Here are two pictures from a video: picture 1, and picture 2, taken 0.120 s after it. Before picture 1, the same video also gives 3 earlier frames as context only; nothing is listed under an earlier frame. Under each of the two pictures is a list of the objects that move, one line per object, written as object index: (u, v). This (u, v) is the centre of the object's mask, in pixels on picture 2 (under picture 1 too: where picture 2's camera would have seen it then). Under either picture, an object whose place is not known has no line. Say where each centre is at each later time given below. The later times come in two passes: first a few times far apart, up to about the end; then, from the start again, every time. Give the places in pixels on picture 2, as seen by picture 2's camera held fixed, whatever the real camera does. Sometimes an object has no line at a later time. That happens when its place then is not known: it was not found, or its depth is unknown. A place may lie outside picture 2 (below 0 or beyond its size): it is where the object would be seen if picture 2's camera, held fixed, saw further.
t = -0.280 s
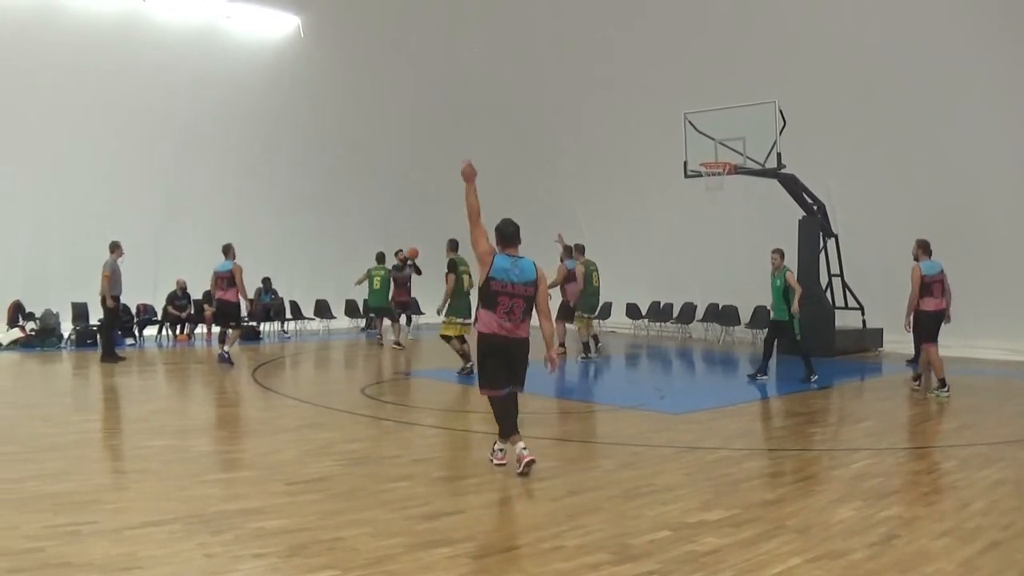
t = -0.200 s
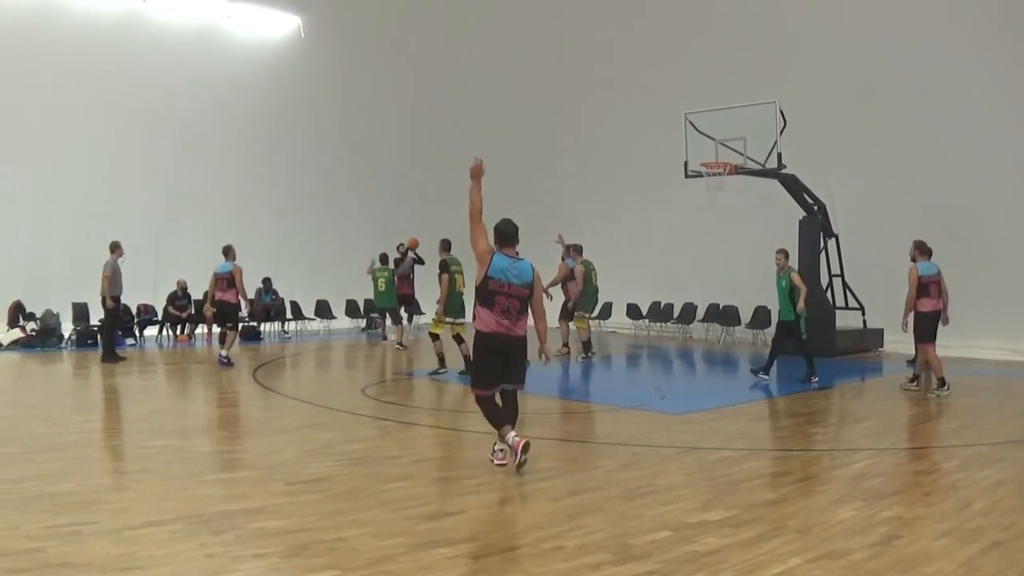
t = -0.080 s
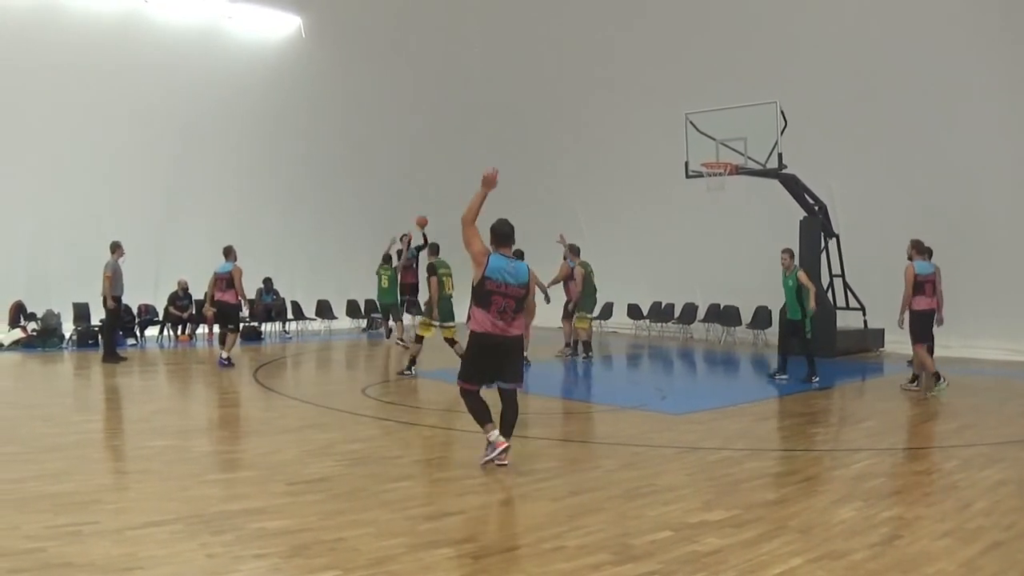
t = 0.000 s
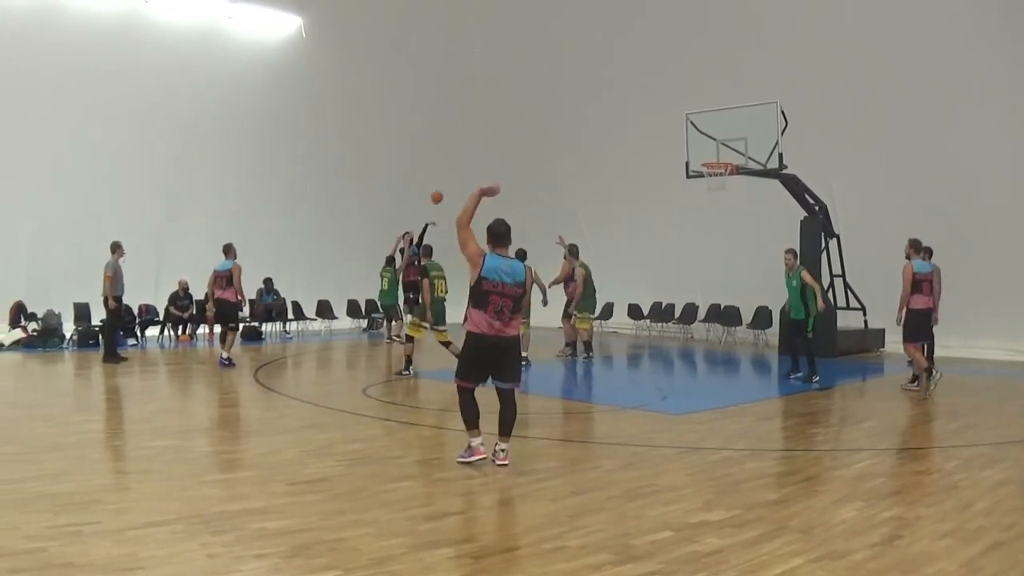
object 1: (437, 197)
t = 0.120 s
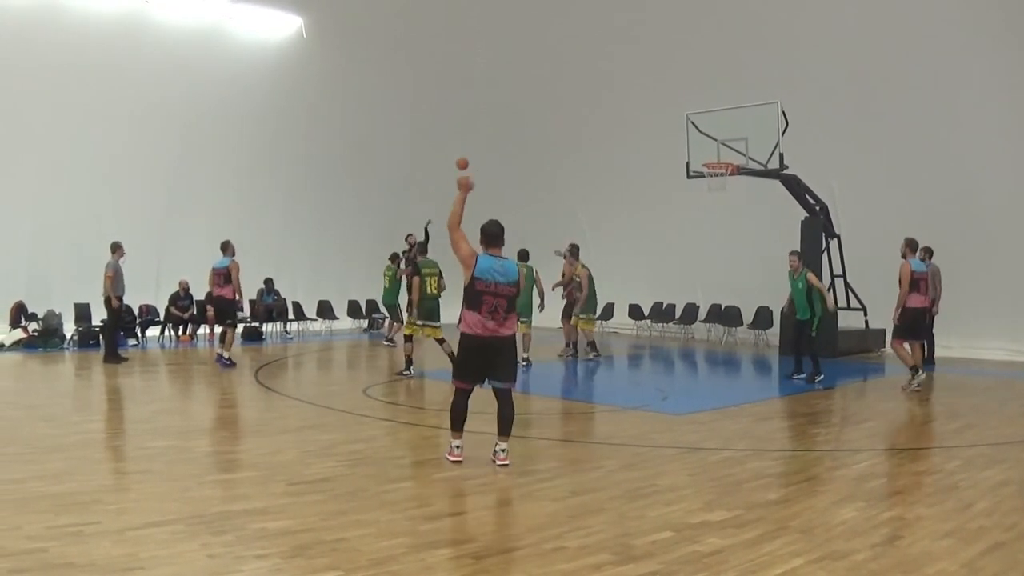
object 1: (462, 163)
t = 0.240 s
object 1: (488, 136)
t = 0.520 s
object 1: (552, 97)
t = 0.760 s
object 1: (613, 97)
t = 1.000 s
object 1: (680, 132)
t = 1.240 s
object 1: (730, 184)
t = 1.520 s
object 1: (742, 242)
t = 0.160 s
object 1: (470, 154)
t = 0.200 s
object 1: (479, 144)
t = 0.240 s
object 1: (488, 136)
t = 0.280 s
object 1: (496, 128)
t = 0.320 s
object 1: (506, 121)
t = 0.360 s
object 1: (515, 115)
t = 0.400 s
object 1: (524, 109)
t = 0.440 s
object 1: (533, 104)
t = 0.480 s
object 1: (543, 100)
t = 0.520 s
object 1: (552, 97)
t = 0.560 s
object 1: (562, 95)
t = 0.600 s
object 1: (572, 94)
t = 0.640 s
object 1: (582, 93)
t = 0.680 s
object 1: (592, 94)
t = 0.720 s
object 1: (603, 95)
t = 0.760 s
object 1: (613, 97)
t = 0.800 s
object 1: (624, 100)
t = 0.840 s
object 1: (635, 105)
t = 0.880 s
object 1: (646, 110)
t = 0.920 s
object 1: (657, 116)
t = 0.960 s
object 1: (669, 124)
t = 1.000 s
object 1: (680, 132)
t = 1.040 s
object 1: (692, 142)
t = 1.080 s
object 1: (704, 153)
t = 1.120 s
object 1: (716, 163)
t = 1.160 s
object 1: (725, 177)
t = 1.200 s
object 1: (728, 181)
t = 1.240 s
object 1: (730, 184)
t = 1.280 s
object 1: (732, 190)
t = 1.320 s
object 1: (733, 196)
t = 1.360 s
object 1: (735, 203)
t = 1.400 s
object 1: (737, 211)
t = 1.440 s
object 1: (739, 220)
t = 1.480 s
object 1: (741, 230)
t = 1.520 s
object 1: (742, 242)
